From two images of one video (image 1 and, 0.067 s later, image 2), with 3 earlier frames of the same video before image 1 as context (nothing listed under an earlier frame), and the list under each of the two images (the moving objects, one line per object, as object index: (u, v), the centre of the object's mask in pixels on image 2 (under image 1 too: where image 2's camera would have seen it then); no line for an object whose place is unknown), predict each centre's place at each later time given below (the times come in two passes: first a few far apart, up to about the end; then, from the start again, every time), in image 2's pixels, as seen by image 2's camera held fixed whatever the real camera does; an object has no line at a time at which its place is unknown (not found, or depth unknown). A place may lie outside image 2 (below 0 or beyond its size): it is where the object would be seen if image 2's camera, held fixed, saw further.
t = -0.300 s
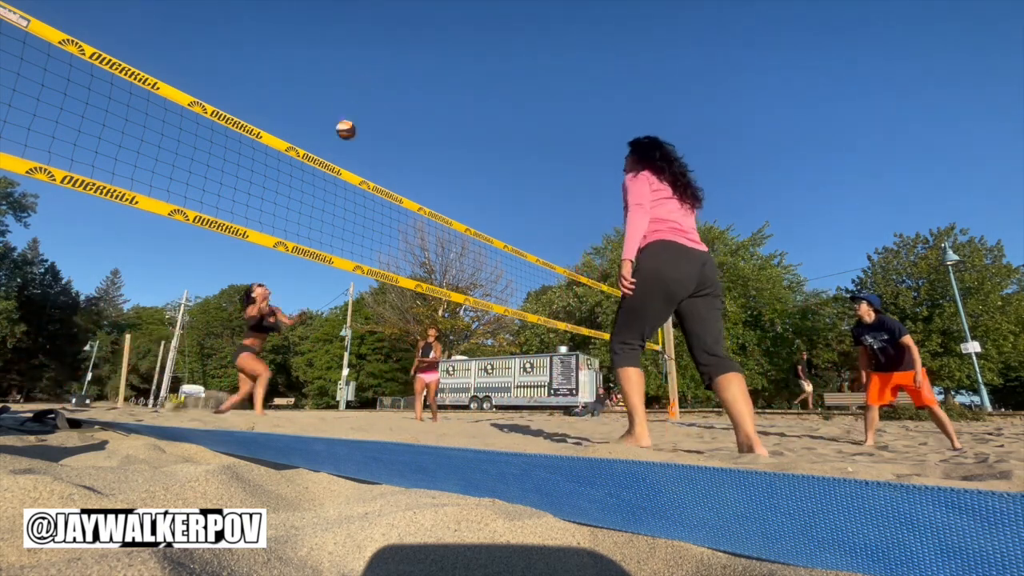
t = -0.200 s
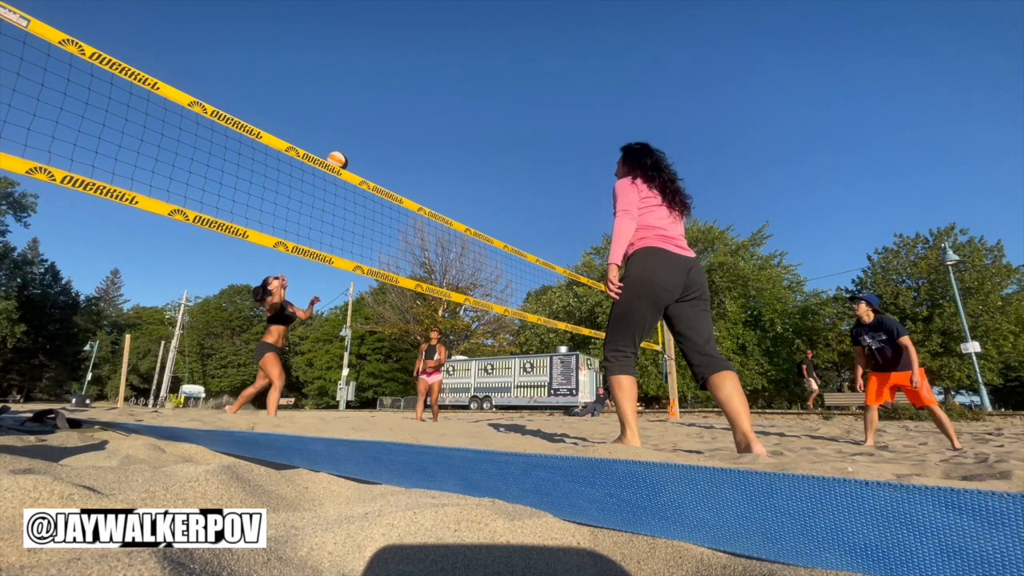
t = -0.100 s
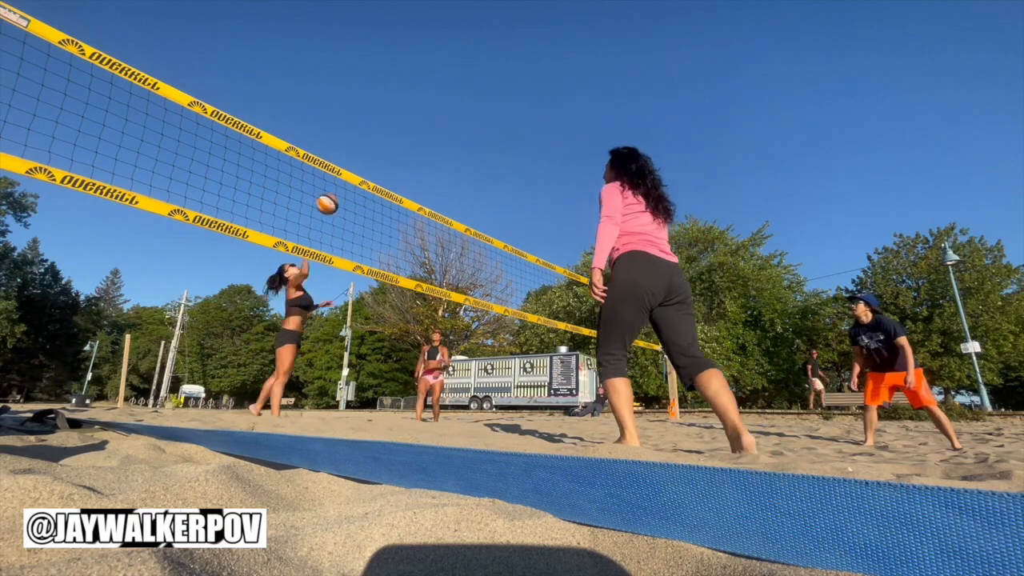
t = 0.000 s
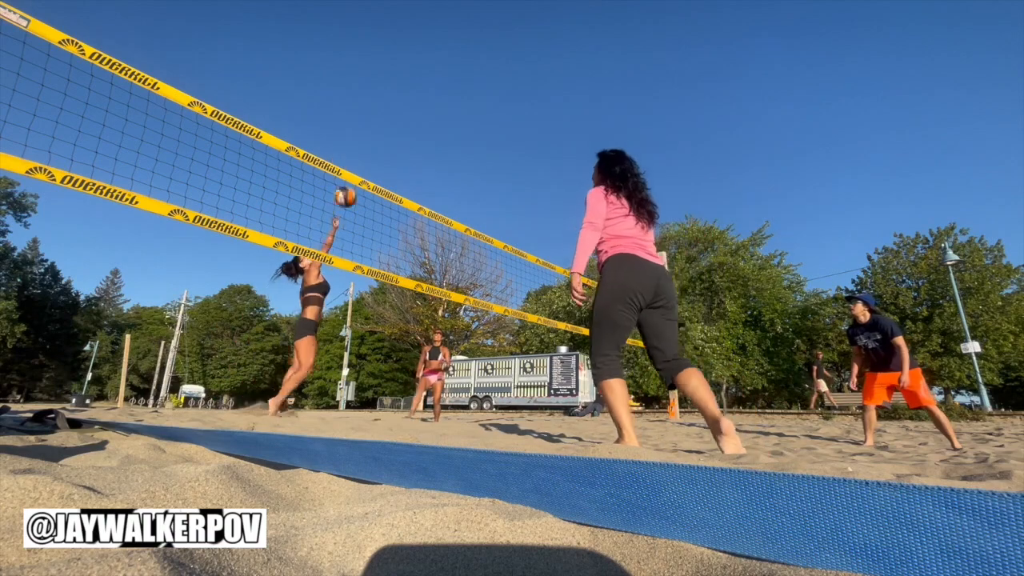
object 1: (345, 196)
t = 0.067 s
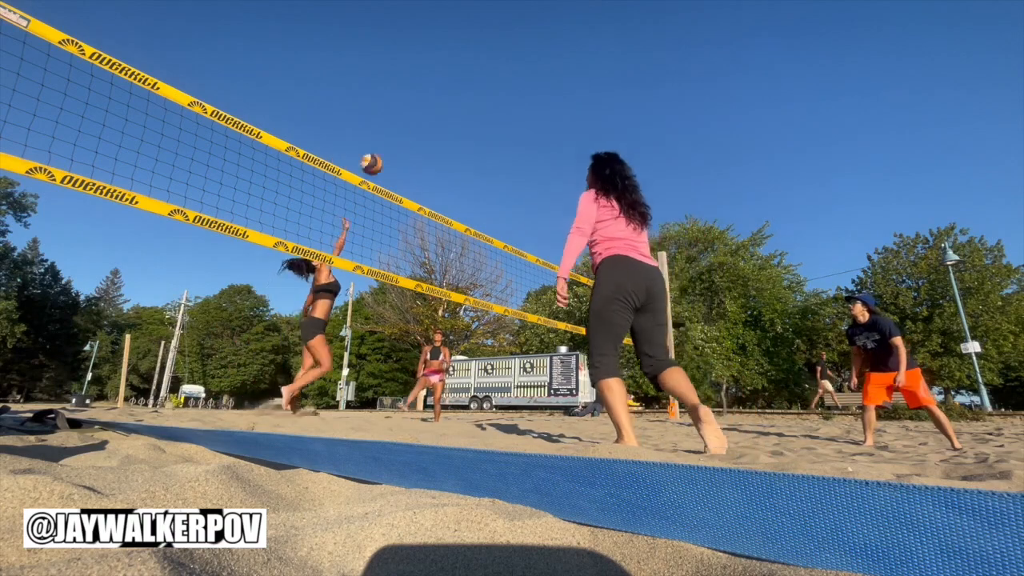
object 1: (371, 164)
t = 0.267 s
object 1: (445, 94)
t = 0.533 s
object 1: (534, 50)
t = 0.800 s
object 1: (625, 62)
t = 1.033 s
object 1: (713, 124)
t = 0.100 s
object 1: (384, 149)
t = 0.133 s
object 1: (397, 136)
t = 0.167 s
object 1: (409, 124)
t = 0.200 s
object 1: (421, 113)
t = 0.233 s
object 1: (433, 103)
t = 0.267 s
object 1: (445, 94)
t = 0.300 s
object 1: (456, 85)
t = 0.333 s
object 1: (467, 78)
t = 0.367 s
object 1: (478, 71)
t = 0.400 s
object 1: (489, 65)
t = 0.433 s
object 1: (500, 60)
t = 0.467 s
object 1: (512, 56)
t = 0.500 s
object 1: (523, 52)
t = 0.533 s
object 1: (534, 50)
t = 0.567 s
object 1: (545, 49)
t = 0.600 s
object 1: (556, 48)
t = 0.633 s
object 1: (567, 48)
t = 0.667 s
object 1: (579, 49)
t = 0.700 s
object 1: (590, 51)
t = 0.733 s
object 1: (601, 54)
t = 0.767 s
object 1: (613, 57)
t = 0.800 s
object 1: (625, 62)
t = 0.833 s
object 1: (637, 68)
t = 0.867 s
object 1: (649, 75)
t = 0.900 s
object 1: (661, 82)
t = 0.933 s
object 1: (674, 91)
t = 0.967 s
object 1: (687, 101)
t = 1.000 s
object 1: (700, 112)
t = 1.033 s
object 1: (713, 124)
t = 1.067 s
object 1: (727, 138)
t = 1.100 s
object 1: (741, 153)
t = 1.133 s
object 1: (756, 169)
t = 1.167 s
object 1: (772, 187)
